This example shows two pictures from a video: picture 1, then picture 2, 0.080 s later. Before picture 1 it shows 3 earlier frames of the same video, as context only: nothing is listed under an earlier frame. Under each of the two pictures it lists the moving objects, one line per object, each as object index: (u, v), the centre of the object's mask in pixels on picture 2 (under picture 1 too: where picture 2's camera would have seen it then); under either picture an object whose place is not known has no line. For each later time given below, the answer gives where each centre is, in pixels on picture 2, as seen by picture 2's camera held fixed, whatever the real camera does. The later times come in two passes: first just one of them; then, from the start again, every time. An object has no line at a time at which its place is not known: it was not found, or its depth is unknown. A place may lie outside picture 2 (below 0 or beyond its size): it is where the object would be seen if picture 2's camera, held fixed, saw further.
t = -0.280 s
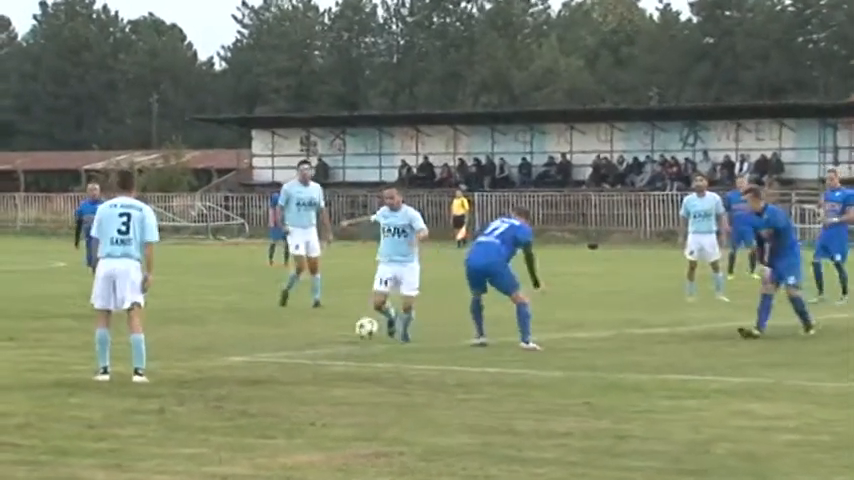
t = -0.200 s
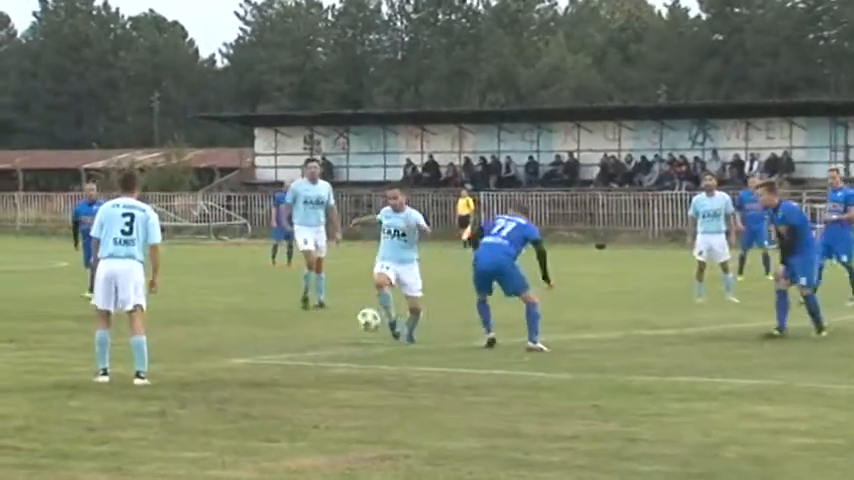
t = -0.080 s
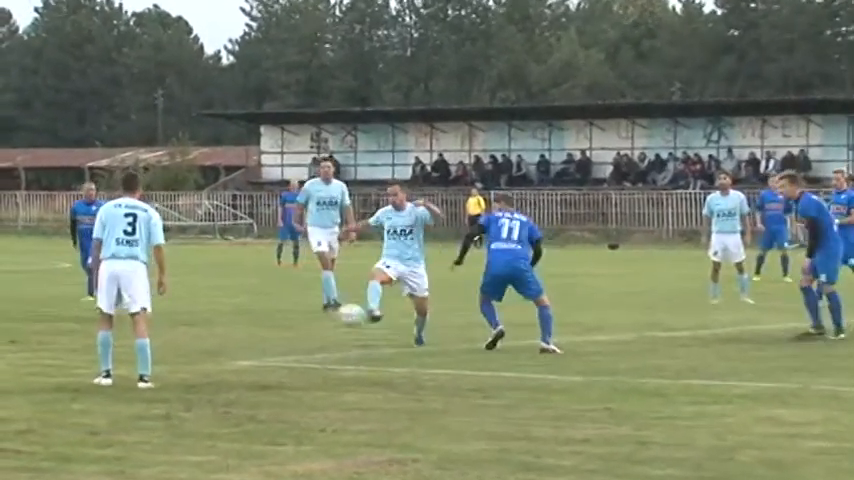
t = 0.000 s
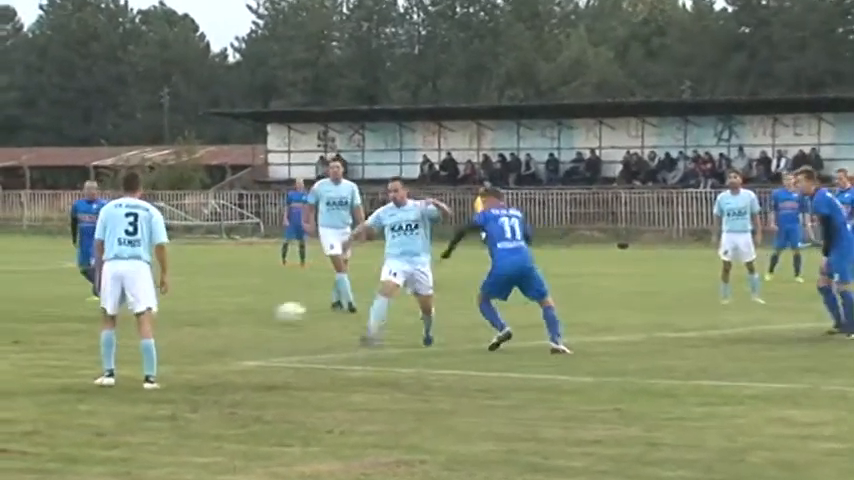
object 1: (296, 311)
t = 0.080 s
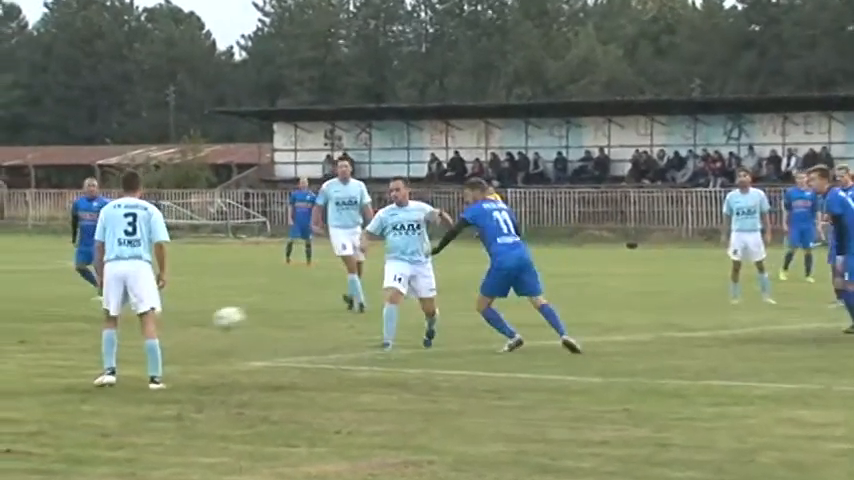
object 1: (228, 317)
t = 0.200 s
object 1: (122, 338)
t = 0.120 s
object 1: (194, 322)
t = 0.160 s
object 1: (164, 328)
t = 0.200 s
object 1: (122, 338)
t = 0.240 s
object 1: (80, 350)
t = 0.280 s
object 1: (54, 355)
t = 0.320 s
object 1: (27, 349)
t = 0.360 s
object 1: (3, 346)
